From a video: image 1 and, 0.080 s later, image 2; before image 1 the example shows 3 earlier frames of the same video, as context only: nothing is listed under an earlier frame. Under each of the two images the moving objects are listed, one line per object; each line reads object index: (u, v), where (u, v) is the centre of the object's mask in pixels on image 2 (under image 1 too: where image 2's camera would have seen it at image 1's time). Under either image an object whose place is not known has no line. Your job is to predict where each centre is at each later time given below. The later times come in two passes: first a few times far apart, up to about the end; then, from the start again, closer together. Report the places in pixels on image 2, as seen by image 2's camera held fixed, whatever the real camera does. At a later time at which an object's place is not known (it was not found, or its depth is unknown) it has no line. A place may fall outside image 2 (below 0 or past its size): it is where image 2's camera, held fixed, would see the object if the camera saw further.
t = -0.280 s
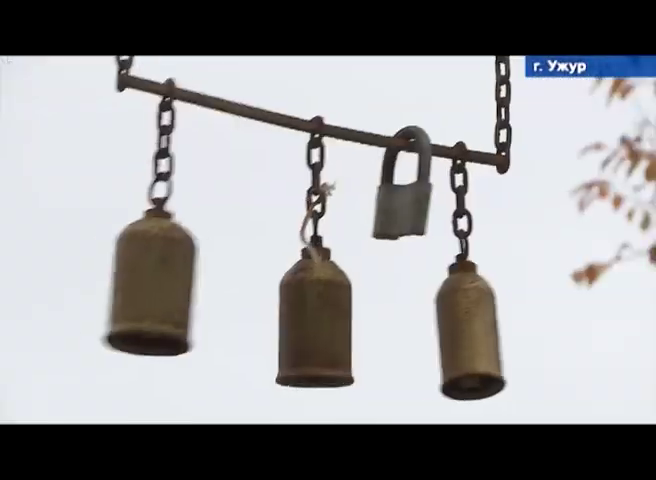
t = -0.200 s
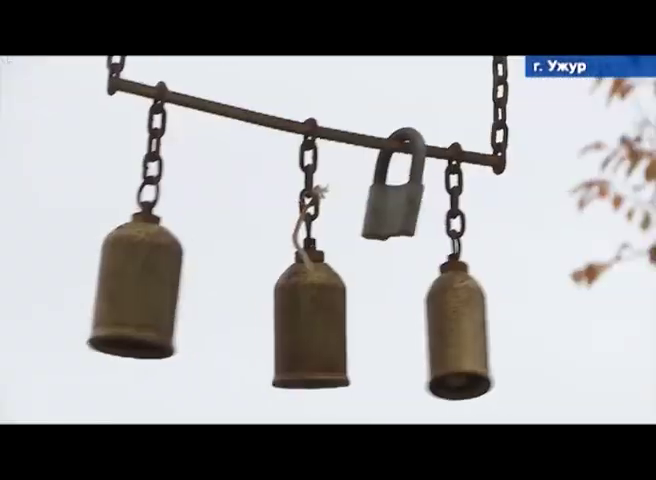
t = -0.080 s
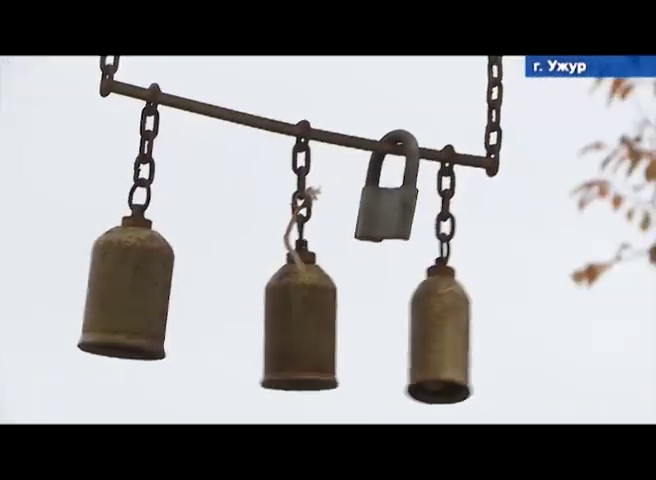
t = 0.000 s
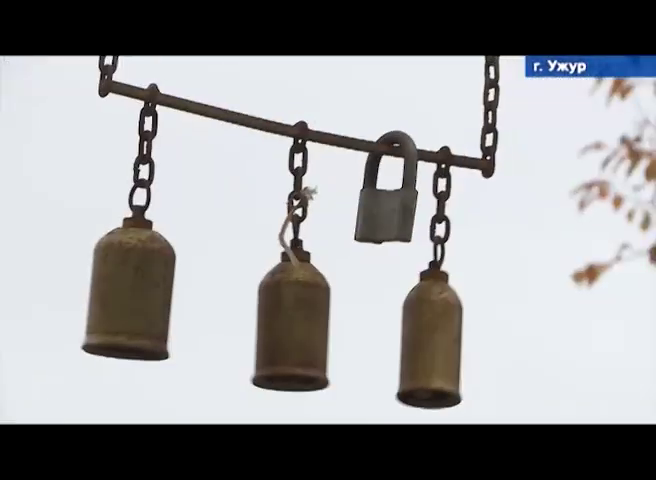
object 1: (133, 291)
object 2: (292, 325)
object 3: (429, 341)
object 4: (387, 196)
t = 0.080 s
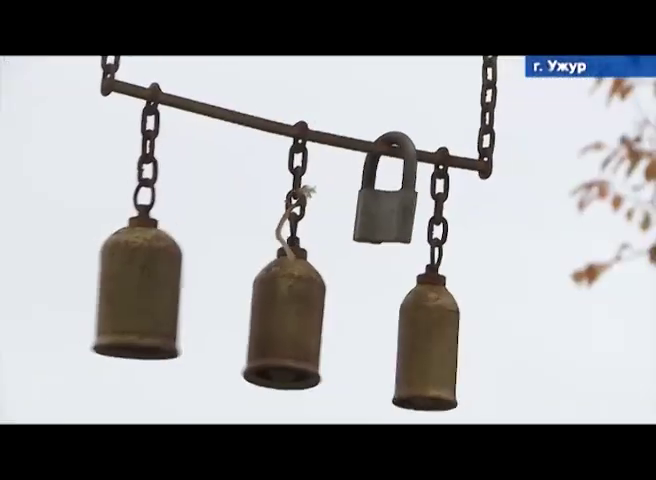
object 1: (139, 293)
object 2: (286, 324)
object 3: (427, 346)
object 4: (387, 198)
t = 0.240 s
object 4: (382, 203)
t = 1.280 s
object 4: (382, 203)
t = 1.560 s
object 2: (297, 333)
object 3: (428, 351)
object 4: (384, 202)
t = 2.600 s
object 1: (138, 295)
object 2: (275, 324)
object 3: (442, 351)
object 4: (383, 200)
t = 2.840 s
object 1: (126, 292)
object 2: (291, 327)
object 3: (445, 340)
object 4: (385, 196)
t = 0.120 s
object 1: (140, 294)
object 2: (282, 325)
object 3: (428, 350)
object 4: (386, 199)
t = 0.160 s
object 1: (142, 296)
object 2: (280, 327)
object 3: (430, 354)
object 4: (385, 200)
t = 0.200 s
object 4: (383, 202)
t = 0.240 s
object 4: (382, 203)
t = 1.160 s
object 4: (379, 202)
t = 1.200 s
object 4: (379, 203)
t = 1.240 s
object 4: (380, 203)
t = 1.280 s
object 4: (382, 203)
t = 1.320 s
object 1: (139, 293)
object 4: (383, 204)
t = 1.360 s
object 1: (138, 293)
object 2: (293, 339)
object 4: (383, 204)
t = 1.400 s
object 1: (138, 293)
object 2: (294, 339)
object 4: (384, 204)
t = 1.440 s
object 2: (295, 339)
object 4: (384, 204)
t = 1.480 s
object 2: (296, 338)
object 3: (417, 355)
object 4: (384, 204)
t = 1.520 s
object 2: (296, 336)
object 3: (421, 353)
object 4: (384, 203)
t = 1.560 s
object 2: (297, 333)
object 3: (428, 351)
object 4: (384, 202)
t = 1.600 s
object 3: (436, 350)
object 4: (383, 201)
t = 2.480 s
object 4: (383, 204)
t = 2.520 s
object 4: (383, 203)
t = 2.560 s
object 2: (274, 327)
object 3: (438, 354)
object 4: (383, 201)
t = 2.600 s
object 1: (138, 295)
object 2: (275, 324)
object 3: (442, 351)
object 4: (383, 200)
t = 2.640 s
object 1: (137, 293)
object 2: (276, 323)
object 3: (445, 348)
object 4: (384, 199)
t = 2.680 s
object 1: (134, 292)
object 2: (278, 323)
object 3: (447, 346)
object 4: (384, 198)
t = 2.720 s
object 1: (132, 292)
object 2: (280, 325)
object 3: (448, 343)
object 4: (384, 197)
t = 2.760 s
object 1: (130, 291)
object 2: (284, 325)
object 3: (448, 341)
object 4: (384, 197)
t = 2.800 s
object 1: (128, 291)
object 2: (287, 326)
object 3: (447, 340)
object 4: (384, 197)
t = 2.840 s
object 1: (126, 292)
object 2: (291, 327)
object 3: (445, 340)
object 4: (385, 196)
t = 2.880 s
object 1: (126, 293)
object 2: (294, 329)
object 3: (443, 340)
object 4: (385, 197)
